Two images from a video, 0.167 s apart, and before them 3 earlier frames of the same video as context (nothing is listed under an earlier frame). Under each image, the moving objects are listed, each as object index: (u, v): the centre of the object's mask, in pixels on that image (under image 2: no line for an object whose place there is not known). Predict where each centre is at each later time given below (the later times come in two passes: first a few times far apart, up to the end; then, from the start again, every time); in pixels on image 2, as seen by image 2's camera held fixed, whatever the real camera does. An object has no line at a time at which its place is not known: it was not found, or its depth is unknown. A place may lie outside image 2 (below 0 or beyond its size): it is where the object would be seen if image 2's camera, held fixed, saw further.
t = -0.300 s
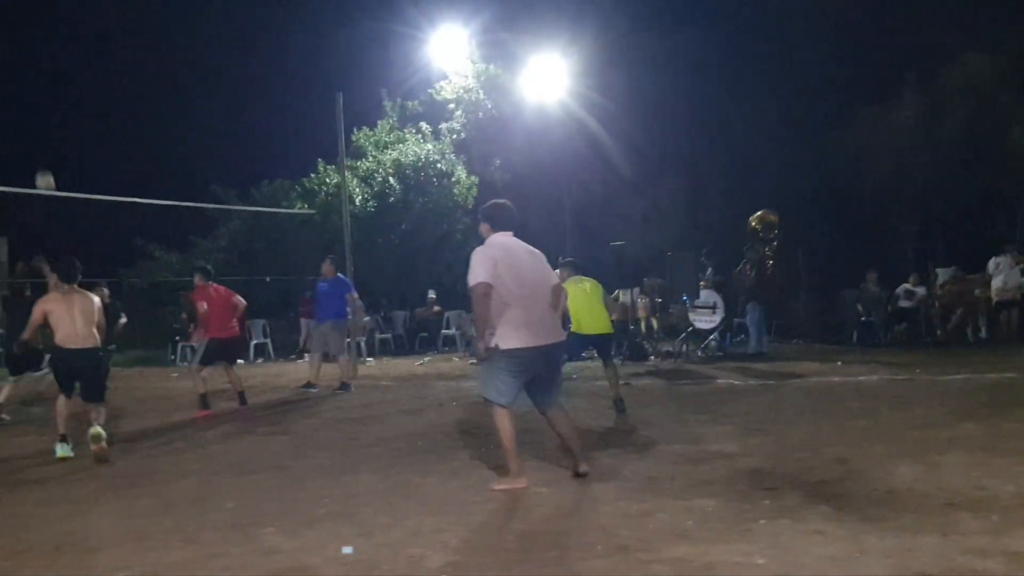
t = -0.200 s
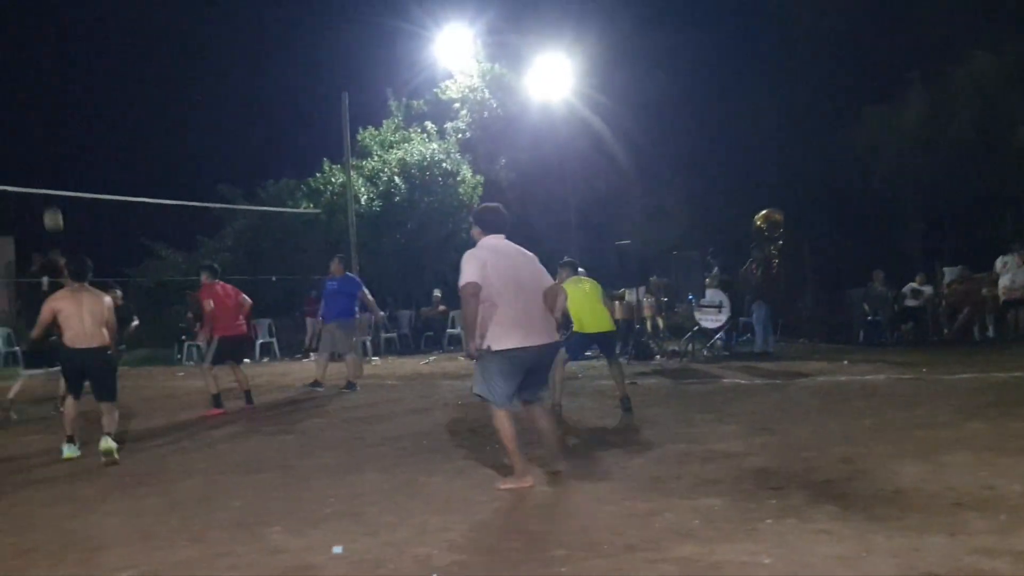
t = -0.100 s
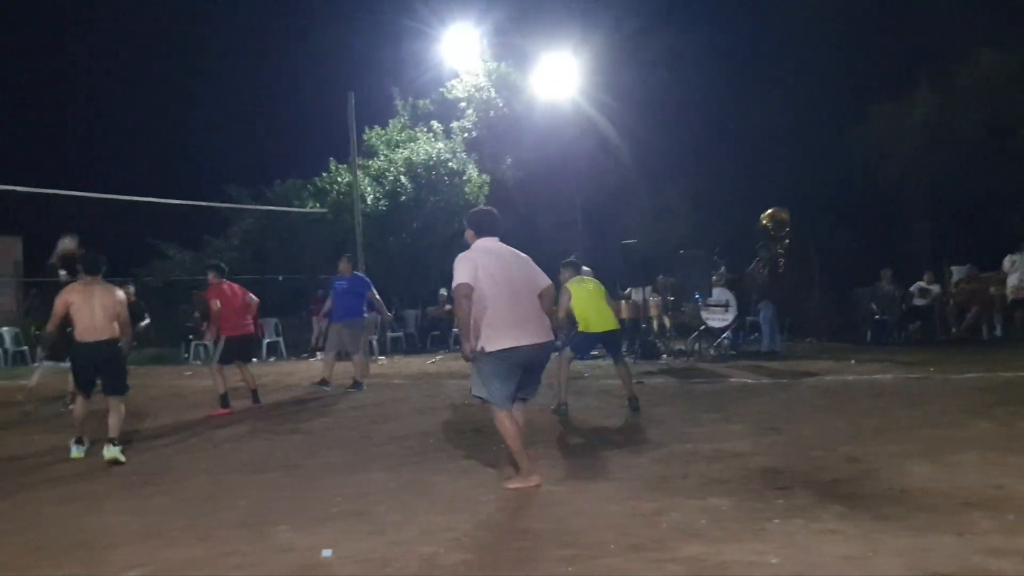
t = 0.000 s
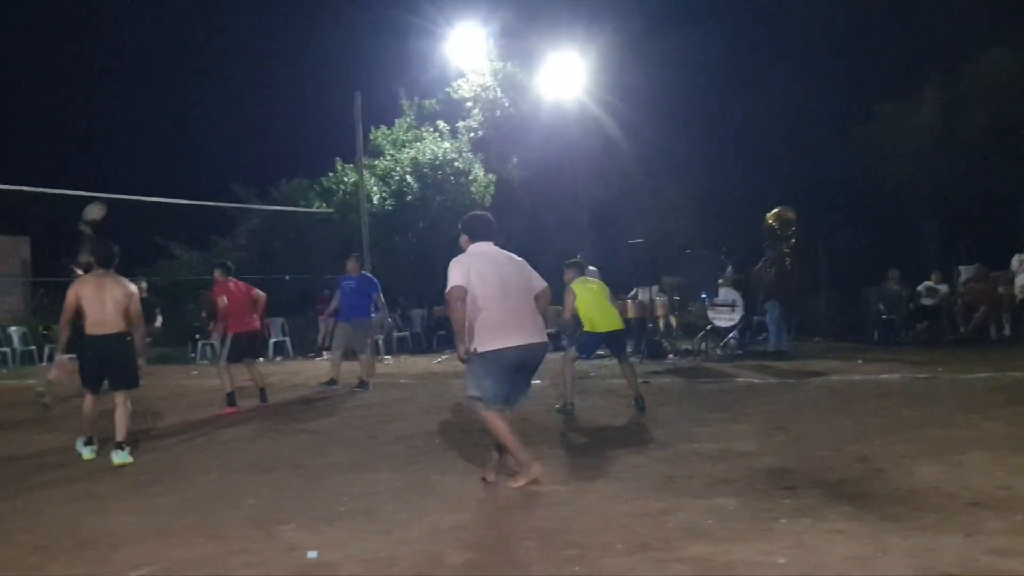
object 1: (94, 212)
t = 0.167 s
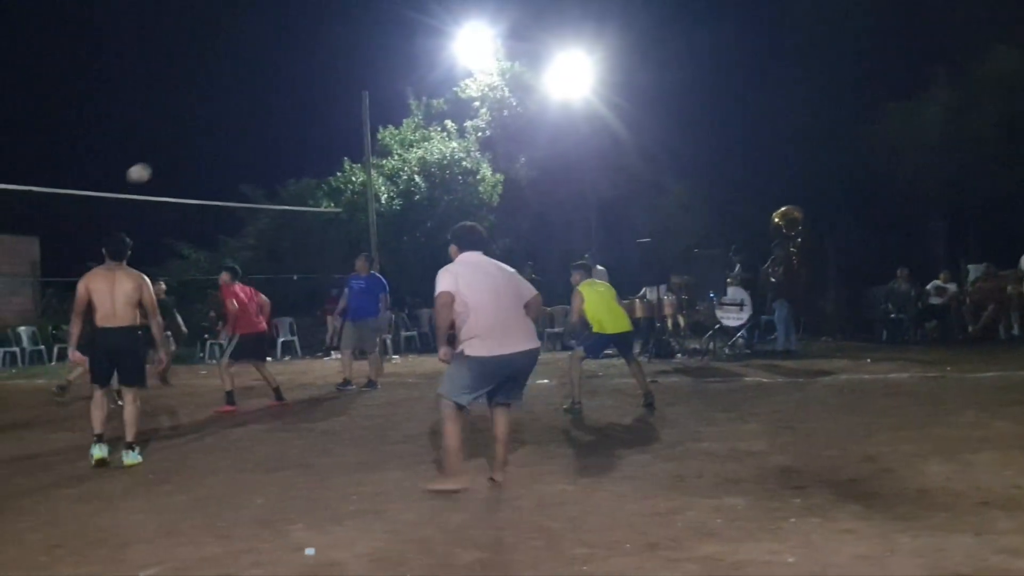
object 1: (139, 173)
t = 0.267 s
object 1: (162, 160)
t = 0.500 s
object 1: (224, 167)
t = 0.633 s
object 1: (263, 194)
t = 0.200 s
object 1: (147, 168)
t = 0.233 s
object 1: (154, 164)
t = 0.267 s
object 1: (162, 160)
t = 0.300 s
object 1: (170, 158)
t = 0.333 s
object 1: (179, 157)
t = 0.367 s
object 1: (188, 157)
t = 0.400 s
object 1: (197, 158)
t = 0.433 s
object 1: (206, 160)
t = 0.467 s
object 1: (215, 162)
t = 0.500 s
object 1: (224, 167)
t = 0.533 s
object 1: (235, 172)
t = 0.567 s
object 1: (244, 179)
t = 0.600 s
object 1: (253, 187)
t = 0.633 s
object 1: (263, 194)
